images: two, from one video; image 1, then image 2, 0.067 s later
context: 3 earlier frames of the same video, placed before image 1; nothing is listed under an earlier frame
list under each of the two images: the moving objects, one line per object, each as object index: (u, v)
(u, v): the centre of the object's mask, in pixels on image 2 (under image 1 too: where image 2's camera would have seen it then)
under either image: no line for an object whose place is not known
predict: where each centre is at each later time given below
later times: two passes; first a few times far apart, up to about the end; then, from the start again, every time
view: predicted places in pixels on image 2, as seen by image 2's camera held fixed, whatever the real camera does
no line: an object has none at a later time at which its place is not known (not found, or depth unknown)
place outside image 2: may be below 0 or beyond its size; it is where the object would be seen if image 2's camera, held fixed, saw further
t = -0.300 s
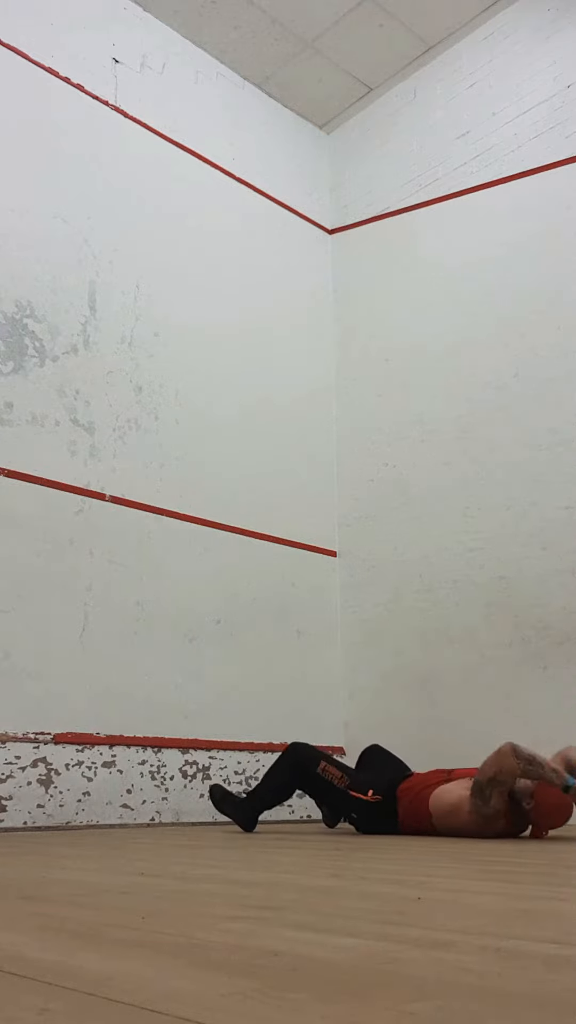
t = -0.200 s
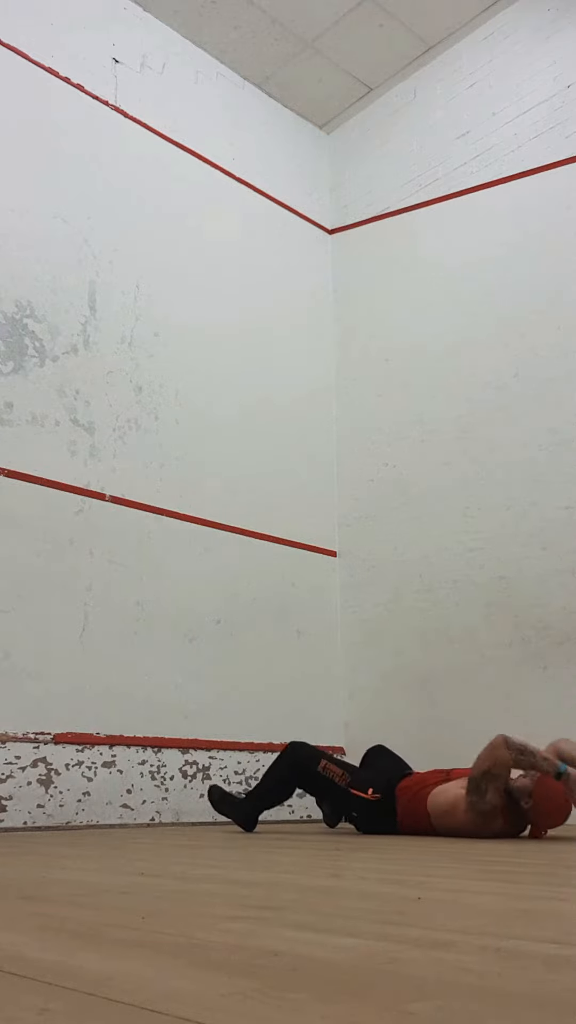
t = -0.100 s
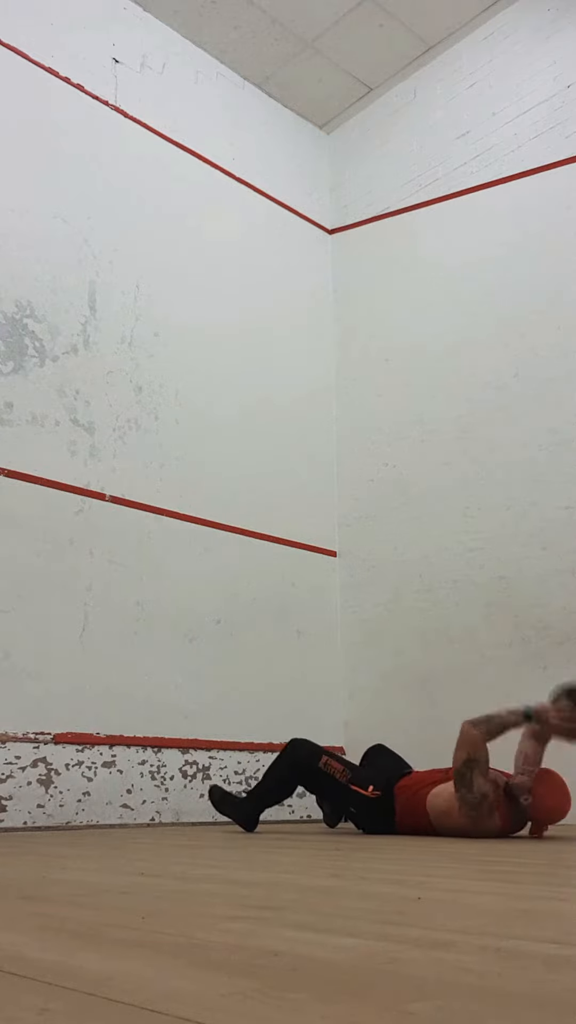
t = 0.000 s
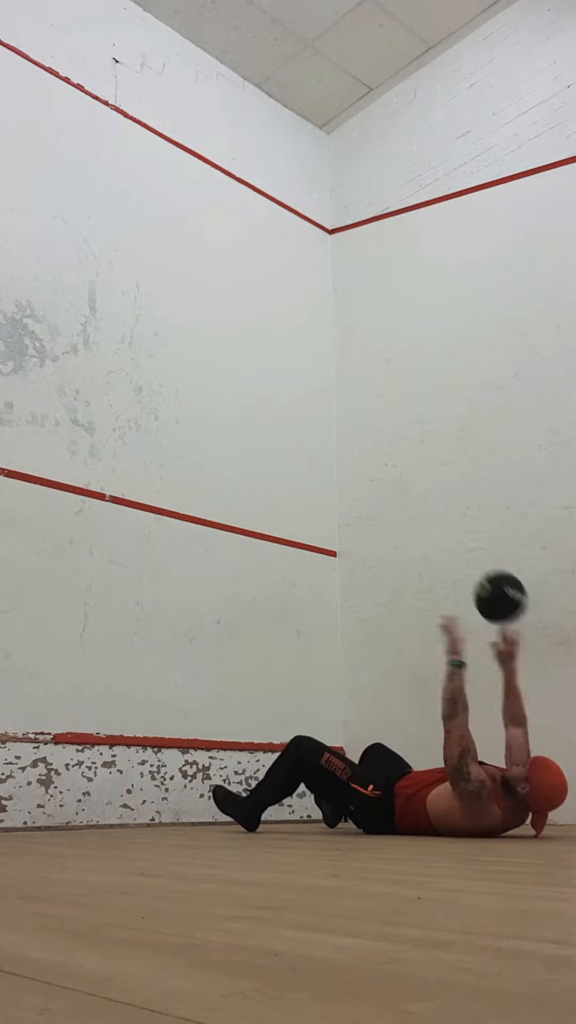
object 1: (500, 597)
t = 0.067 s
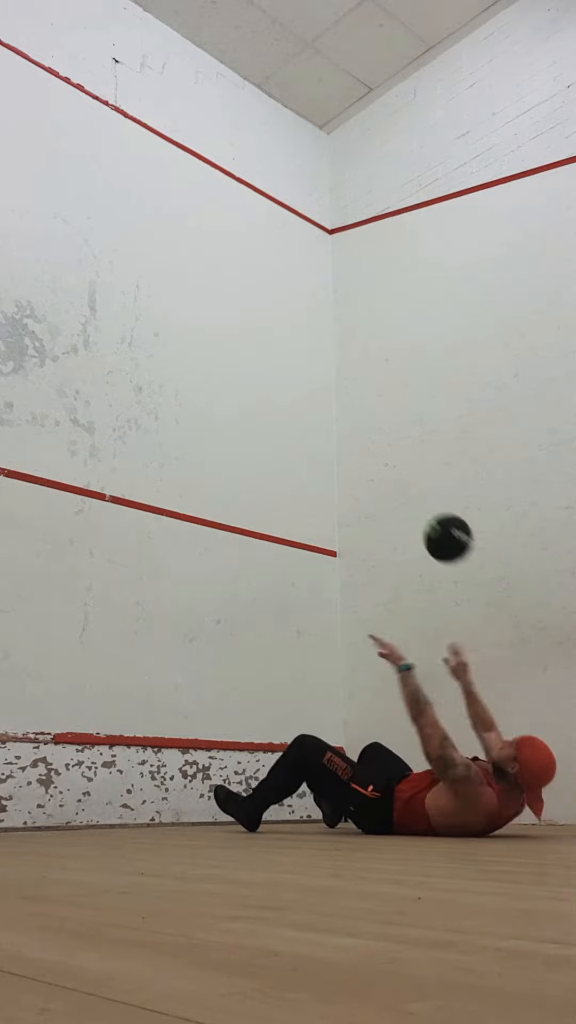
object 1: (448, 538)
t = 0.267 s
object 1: (327, 444)
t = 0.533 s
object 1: (209, 439)
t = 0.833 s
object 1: (227, 493)
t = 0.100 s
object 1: (424, 515)
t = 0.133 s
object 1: (403, 495)
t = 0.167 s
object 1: (382, 479)
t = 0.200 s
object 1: (363, 464)
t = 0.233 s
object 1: (344, 453)
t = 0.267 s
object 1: (327, 444)
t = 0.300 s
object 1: (310, 437)
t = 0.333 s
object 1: (294, 432)
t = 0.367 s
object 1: (278, 429)
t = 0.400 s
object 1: (264, 428)
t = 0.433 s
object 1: (249, 428)
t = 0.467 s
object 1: (235, 431)
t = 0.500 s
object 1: (222, 434)
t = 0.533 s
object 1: (209, 439)
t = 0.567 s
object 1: (196, 446)
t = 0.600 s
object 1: (184, 454)
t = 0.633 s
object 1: (173, 463)
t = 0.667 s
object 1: (182, 463)
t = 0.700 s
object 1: (191, 465)
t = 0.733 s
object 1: (200, 469)
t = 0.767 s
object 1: (209, 476)
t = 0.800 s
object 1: (218, 483)
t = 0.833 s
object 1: (227, 493)
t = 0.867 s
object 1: (238, 506)
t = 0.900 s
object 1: (248, 520)
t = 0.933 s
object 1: (258, 537)
